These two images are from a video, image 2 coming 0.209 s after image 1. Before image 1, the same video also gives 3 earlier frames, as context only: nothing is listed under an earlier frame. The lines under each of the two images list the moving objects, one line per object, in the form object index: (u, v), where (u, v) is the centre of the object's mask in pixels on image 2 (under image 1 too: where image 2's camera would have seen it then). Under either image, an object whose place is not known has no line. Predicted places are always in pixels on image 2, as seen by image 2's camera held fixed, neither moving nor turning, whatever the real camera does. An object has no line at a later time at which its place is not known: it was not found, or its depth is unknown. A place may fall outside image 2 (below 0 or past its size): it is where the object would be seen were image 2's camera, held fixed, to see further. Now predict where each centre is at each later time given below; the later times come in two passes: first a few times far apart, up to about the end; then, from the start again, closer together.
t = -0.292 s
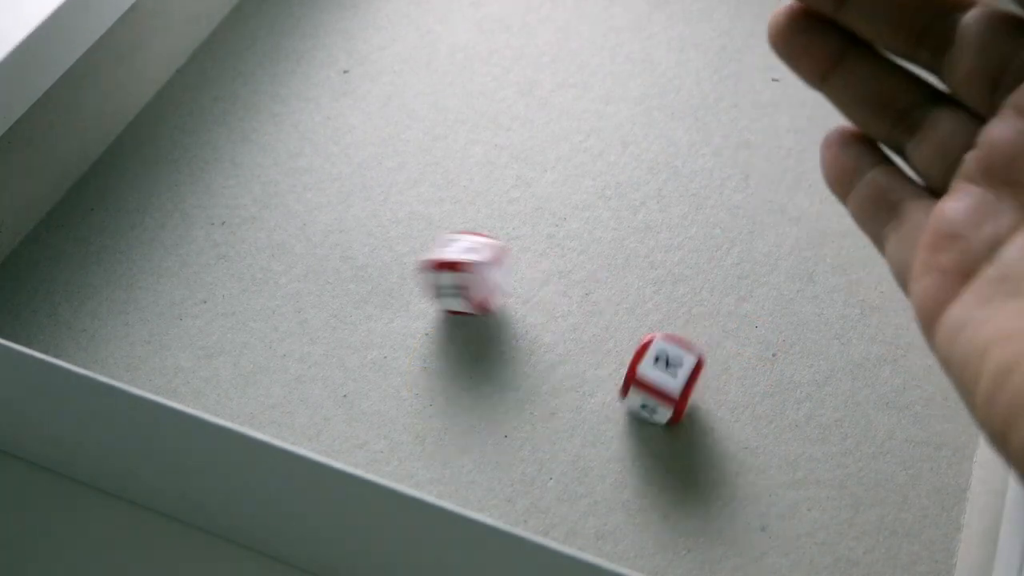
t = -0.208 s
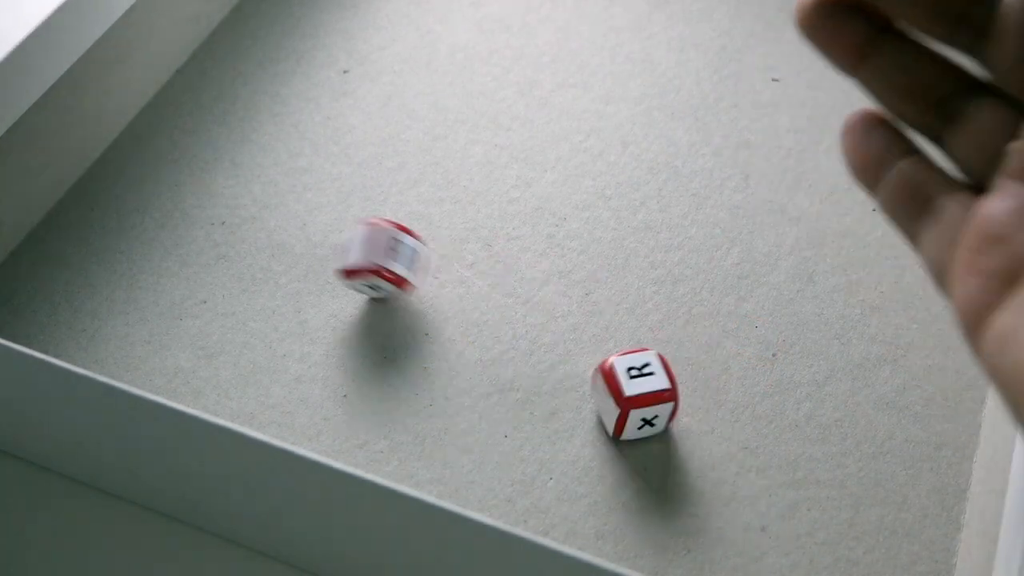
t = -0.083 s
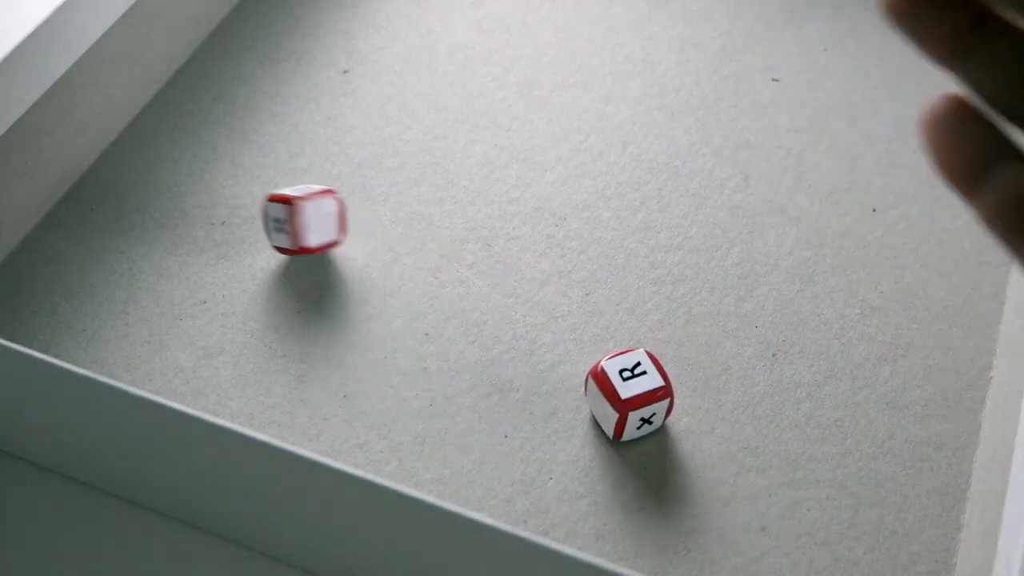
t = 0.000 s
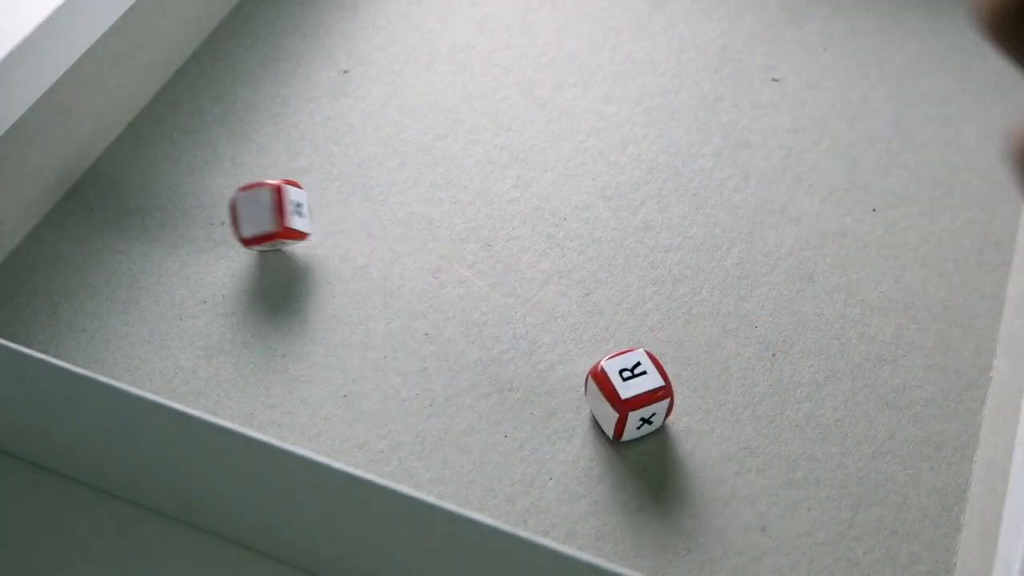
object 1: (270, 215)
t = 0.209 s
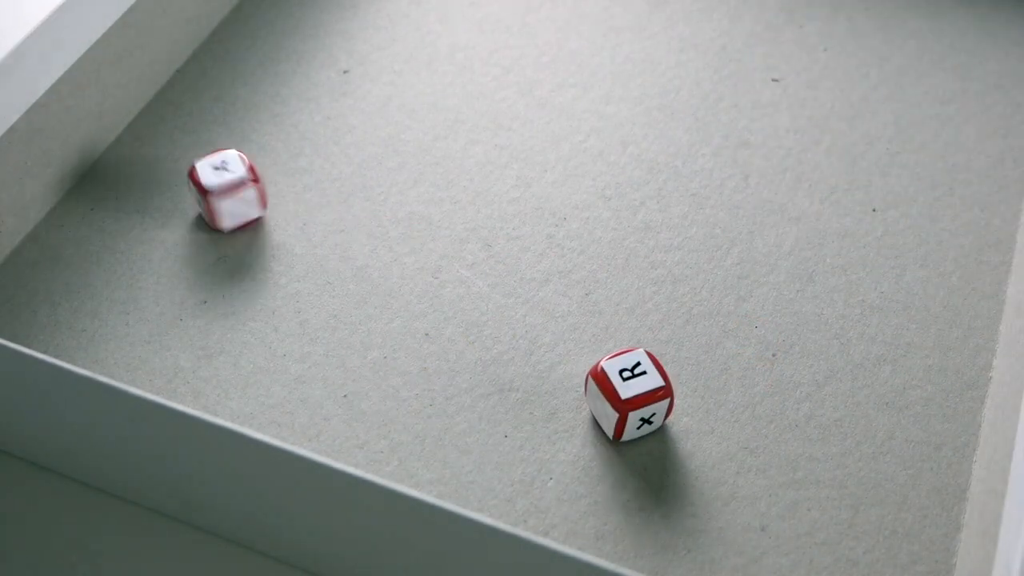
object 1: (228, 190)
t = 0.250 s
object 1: (219, 189)
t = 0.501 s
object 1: (211, 194)
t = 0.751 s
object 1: (211, 194)
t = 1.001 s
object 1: (211, 194)
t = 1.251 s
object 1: (211, 194)
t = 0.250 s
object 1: (219, 189)
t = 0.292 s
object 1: (212, 191)
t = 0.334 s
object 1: (212, 194)
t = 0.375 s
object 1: (212, 194)
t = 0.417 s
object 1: (211, 194)
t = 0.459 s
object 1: (211, 194)
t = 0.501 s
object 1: (211, 194)
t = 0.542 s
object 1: (211, 194)
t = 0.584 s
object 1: (211, 194)
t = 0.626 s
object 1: (211, 194)
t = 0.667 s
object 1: (211, 194)
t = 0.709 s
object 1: (211, 194)
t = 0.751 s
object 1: (211, 194)
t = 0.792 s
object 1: (211, 194)
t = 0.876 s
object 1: (211, 194)
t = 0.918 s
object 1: (211, 194)
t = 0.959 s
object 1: (211, 194)
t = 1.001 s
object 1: (211, 194)
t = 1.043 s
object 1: (211, 194)
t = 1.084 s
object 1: (211, 194)
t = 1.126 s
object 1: (211, 194)
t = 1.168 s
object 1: (211, 194)
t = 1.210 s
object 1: (211, 194)
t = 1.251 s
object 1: (211, 194)
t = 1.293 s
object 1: (211, 194)
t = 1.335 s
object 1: (211, 194)
